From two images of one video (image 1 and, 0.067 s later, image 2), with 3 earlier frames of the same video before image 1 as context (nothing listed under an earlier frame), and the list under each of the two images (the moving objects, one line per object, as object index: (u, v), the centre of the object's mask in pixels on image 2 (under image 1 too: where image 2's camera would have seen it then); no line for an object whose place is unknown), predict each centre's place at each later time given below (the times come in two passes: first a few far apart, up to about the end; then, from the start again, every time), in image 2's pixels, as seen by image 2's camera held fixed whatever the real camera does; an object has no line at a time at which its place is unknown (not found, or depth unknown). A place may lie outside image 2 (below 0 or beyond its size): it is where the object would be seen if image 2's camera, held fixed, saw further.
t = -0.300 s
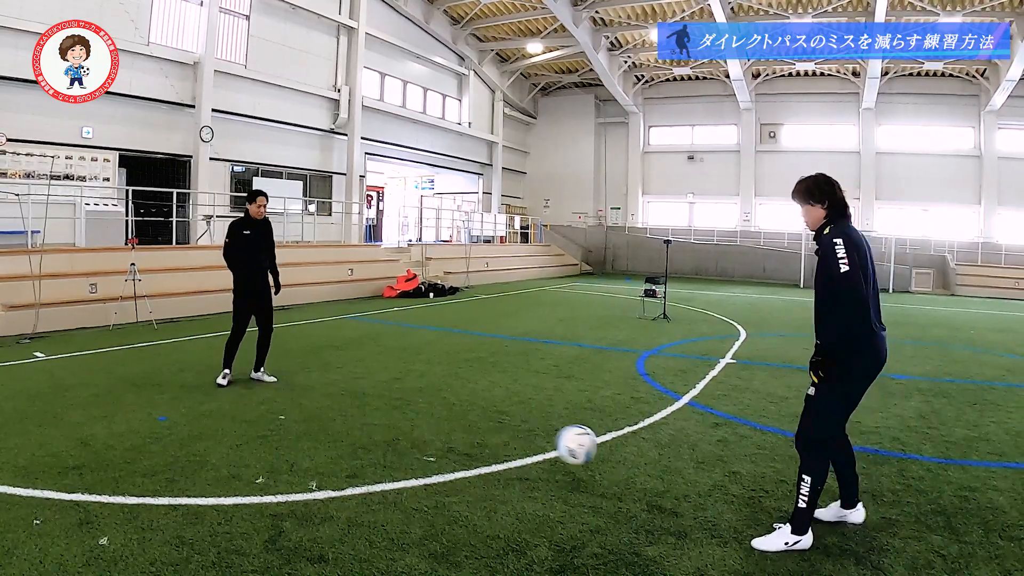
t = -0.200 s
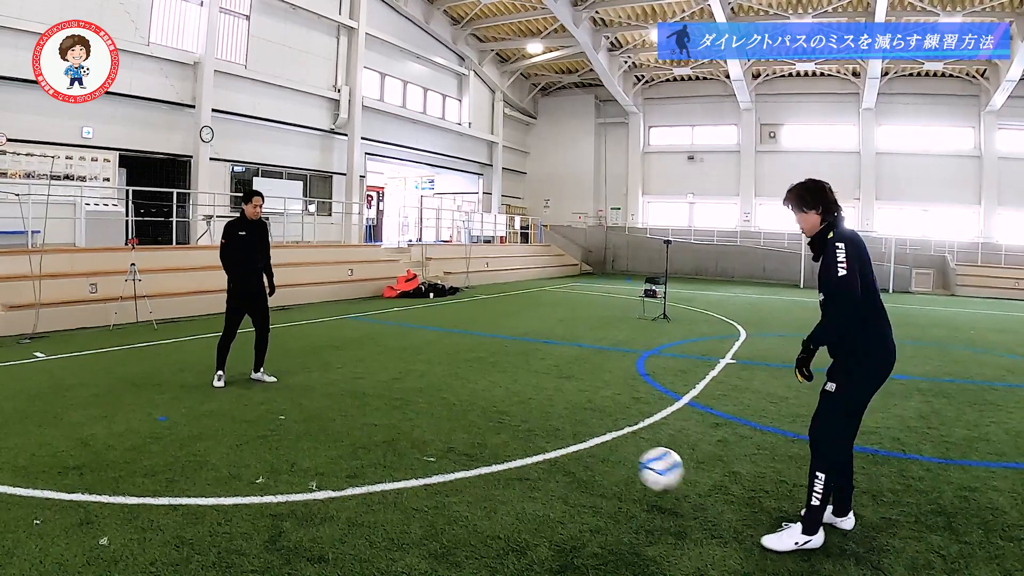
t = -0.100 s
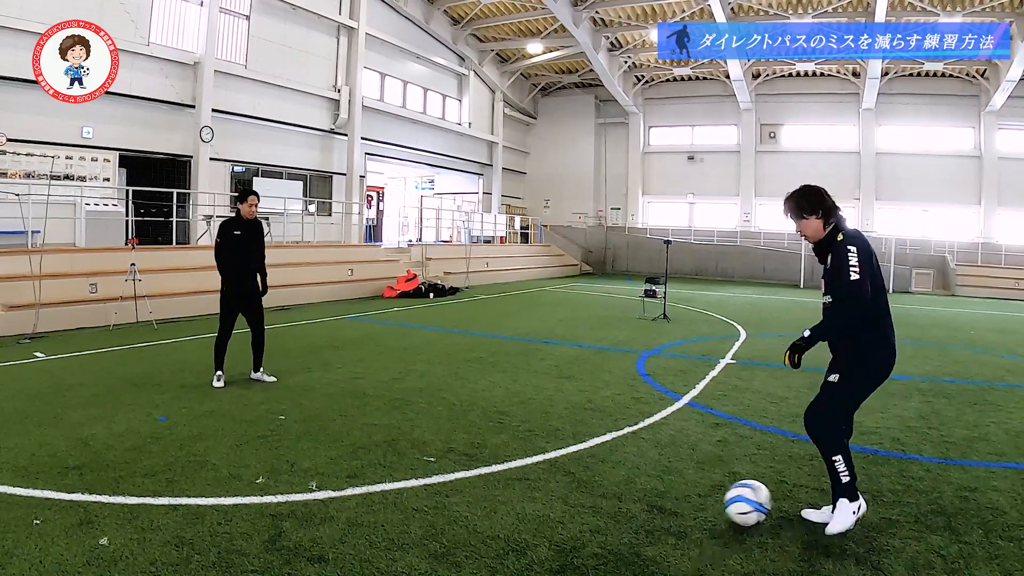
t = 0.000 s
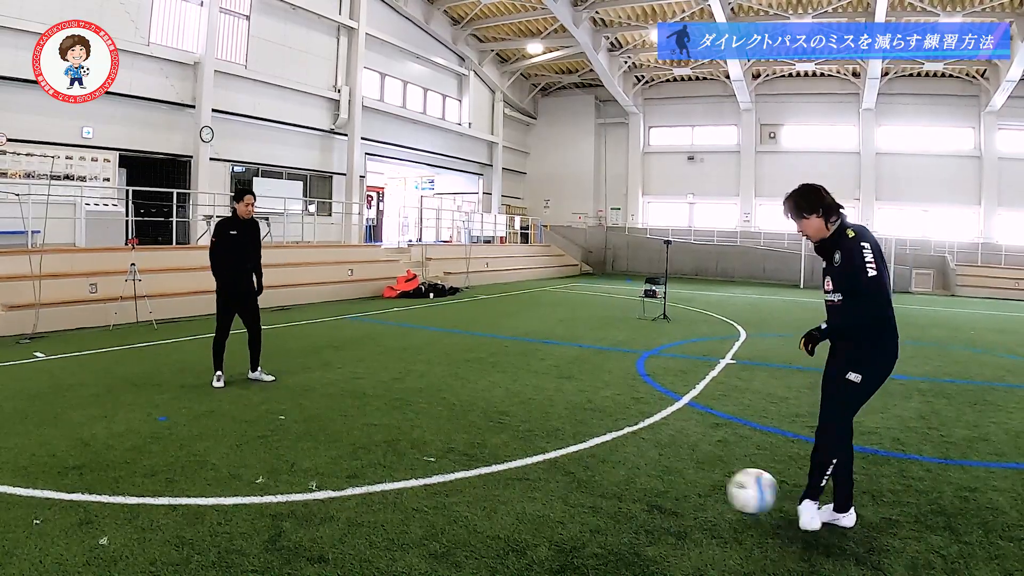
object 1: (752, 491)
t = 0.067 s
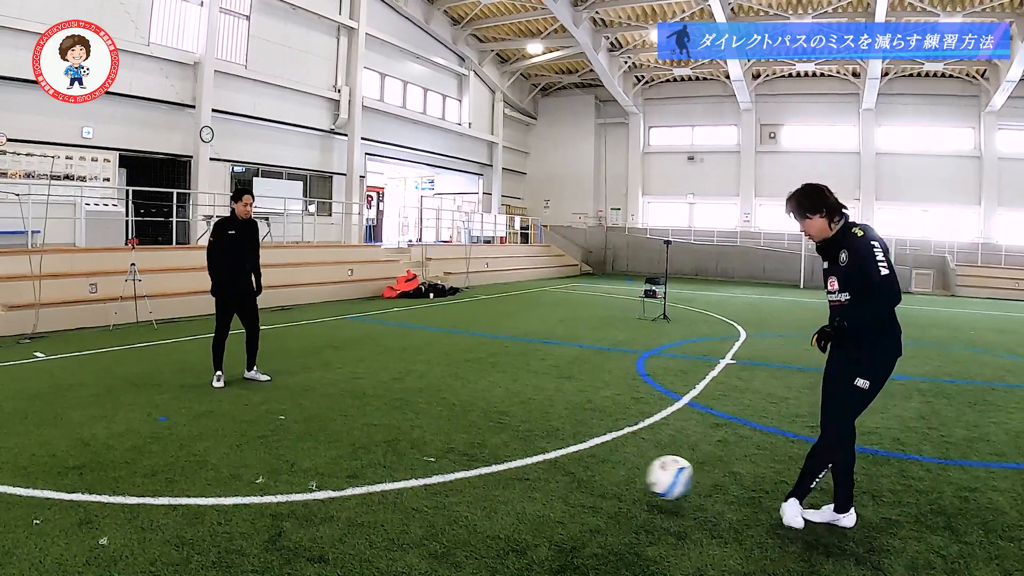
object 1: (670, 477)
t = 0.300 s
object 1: (471, 428)
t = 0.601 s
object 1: (339, 400)
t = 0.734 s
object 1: (304, 390)
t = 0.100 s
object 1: (631, 473)
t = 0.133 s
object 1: (595, 470)
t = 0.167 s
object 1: (565, 462)
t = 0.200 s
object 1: (540, 450)
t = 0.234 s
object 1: (516, 441)
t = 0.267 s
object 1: (493, 433)
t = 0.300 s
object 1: (471, 428)
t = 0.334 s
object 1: (451, 424)
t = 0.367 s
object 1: (431, 423)
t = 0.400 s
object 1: (412, 423)
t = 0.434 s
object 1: (397, 418)
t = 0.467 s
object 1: (384, 411)
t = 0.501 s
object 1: (372, 406)
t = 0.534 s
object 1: (361, 403)
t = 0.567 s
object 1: (349, 401)
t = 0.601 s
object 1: (339, 400)
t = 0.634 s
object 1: (329, 398)
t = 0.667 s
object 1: (321, 393)
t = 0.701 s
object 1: (312, 391)
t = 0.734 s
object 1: (304, 390)
